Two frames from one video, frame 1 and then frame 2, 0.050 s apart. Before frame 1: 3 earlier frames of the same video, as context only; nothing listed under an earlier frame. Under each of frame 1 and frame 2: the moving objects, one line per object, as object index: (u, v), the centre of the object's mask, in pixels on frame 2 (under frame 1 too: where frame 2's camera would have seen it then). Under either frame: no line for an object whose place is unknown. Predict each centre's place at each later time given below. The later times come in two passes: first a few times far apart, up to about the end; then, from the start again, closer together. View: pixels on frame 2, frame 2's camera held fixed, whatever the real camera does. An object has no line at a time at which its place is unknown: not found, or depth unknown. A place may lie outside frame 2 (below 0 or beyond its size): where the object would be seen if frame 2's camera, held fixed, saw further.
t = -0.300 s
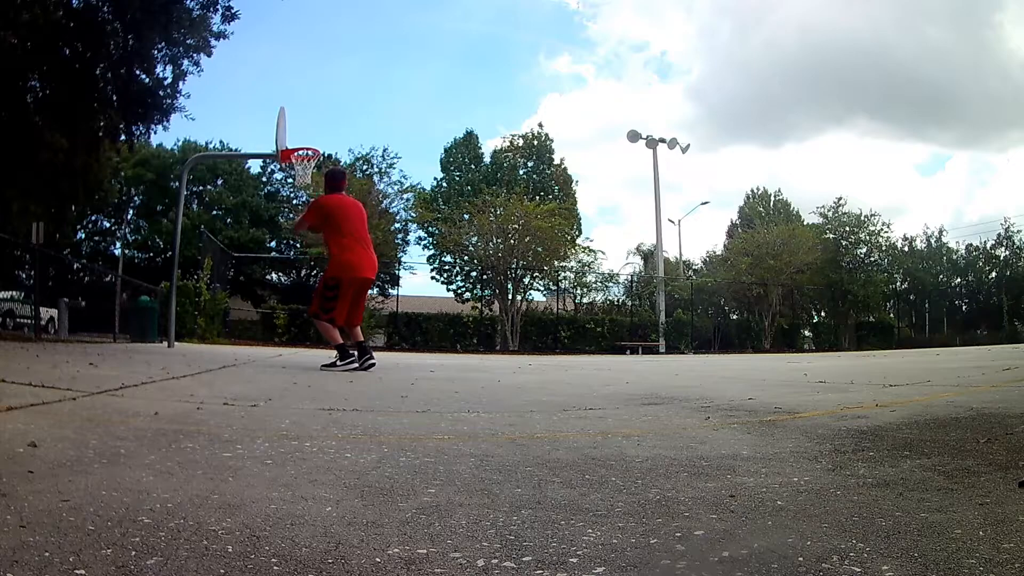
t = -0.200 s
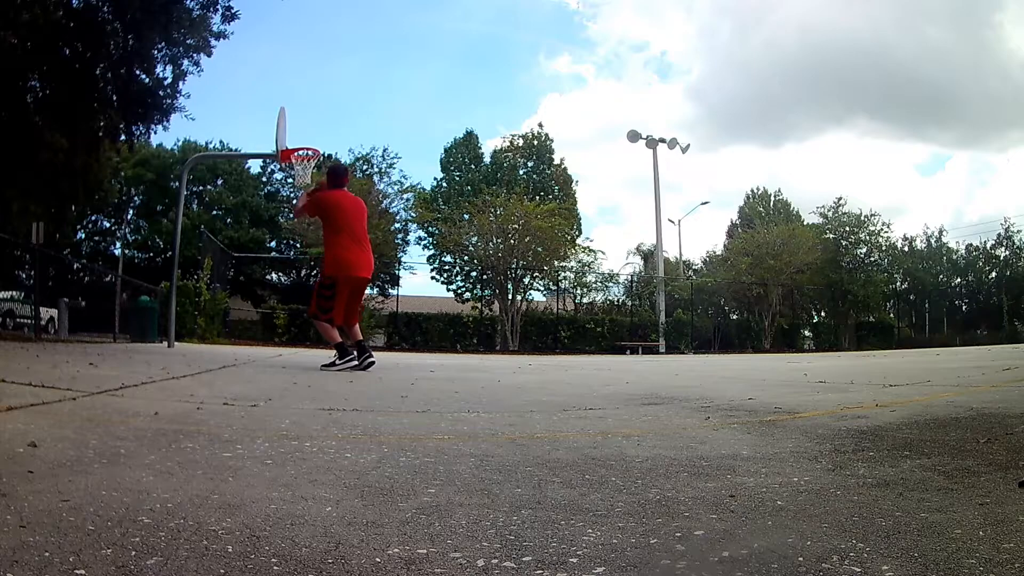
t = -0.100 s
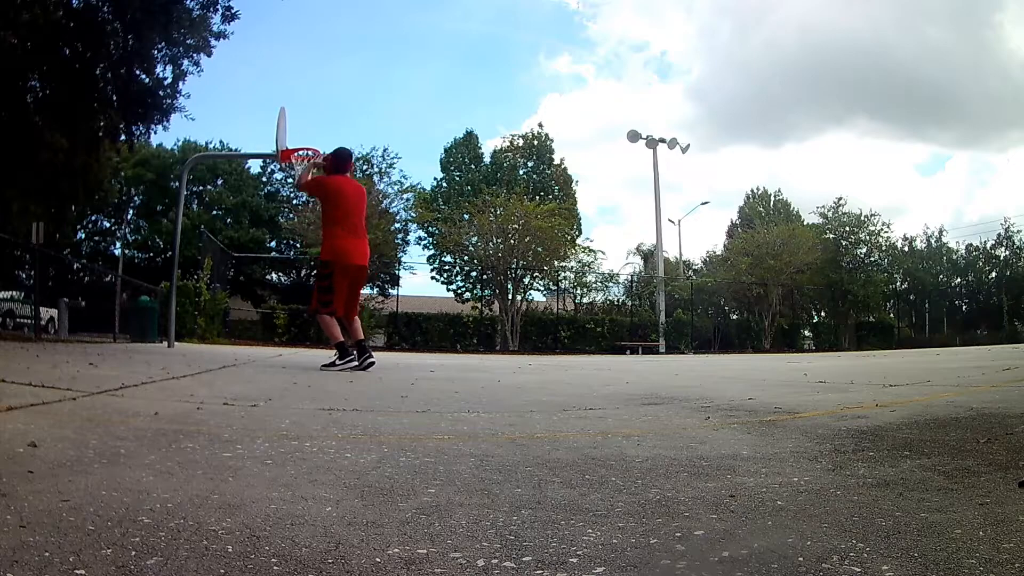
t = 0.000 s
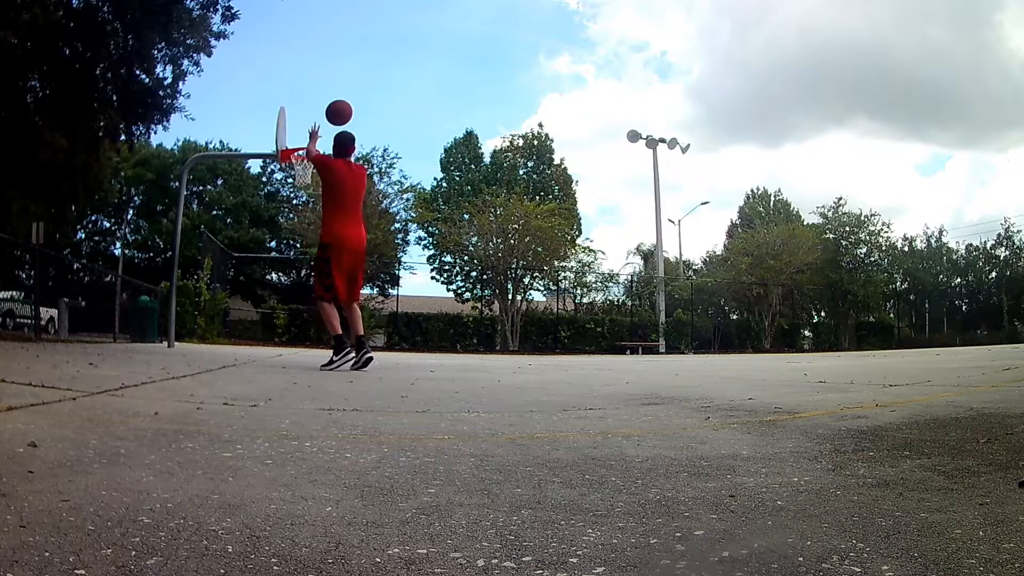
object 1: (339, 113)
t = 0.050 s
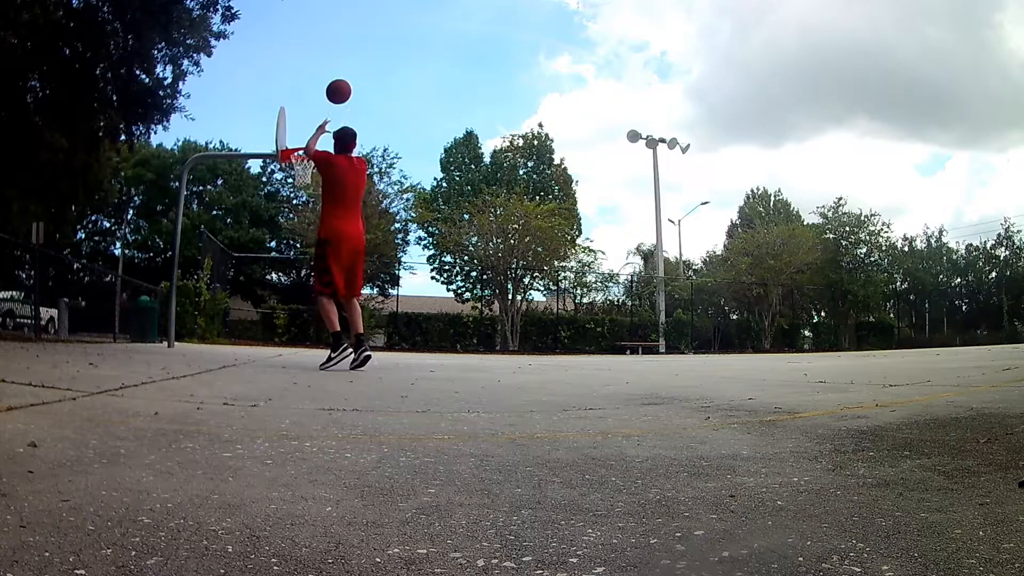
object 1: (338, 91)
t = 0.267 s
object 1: (336, 44)
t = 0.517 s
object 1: (329, 41)
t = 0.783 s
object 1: (319, 77)
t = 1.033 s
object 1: (308, 140)
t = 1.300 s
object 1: (307, 117)
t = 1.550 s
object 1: (310, 103)
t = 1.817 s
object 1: (309, 125)
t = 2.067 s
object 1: (303, 184)
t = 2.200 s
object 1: (300, 219)
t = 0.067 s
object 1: (338, 85)
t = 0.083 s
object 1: (338, 80)
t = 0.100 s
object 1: (338, 75)
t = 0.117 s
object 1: (338, 70)
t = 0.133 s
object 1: (338, 66)
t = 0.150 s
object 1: (338, 62)
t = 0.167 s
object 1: (337, 58)
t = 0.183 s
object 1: (337, 55)
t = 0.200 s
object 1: (337, 52)
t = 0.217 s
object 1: (337, 50)
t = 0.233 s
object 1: (336, 48)
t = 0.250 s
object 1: (336, 45)
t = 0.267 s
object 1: (336, 44)
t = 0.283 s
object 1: (335, 42)
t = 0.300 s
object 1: (335, 41)
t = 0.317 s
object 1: (335, 40)
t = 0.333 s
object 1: (334, 39)
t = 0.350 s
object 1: (334, 38)
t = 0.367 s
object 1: (333, 37)
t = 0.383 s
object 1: (333, 37)
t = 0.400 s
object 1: (332, 37)
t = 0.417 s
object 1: (332, 37)
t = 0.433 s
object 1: (331, 37)
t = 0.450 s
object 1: (331, 38)
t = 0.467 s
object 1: (331, 38)
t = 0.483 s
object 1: (330, 39)
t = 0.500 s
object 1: (330, 40)
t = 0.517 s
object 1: (329, 41)
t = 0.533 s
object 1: (329, 42)
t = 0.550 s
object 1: (328, 43)
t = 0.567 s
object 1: (327, 45)
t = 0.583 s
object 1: (327, 47)
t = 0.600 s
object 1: (326, 48)
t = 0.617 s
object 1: (326, 50)
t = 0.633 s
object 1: (325, 52)
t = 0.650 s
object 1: (324, 54)
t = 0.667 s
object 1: (324, 57)
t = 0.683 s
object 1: (323, 59)
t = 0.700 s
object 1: (322, 62)
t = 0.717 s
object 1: (322, 65)
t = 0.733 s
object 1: (321, 68)
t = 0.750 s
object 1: (320, 71)
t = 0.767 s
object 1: (319, 74)
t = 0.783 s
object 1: (319, 77)
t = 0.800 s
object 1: (318, 80)
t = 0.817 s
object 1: (317, 84)
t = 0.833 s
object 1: (316, 87)
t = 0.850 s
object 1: (316, 91)
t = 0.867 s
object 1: (315, 95)
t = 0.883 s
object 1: (314, 99)
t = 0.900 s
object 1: (314, 103)
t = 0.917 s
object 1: (313, 107)
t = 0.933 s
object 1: (312, 111)
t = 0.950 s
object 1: (311, 116)
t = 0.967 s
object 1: (311, 120)
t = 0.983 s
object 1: (310, 125)
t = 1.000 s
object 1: (309, 130)
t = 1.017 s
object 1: (308, 135)
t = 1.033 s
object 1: (308, 140)
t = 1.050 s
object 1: (307, 143)
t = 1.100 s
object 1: (304, 149)
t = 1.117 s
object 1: (304, 146)
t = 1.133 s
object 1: (303, 143)
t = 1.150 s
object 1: (303, 142)
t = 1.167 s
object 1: (303, 139)
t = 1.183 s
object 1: (304, 136)
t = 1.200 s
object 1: (305, 133)
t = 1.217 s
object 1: (305, 129)
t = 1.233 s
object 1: (305, 127)
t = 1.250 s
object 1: (306, 124)
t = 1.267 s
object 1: (306, 121)
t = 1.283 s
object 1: (307, 119)
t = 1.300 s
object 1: (307, 117)
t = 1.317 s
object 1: (307, 115)
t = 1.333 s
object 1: (308, 113)
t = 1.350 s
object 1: (308, 111)
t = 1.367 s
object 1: (308, 109)
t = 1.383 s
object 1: (308, 108)
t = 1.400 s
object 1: (309, 107)
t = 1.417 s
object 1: (309, 106)
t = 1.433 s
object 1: (309, 105)
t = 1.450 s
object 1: (309, 104)
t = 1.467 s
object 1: (310, 103)
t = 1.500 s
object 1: (310, 103)
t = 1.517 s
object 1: (310, 103)
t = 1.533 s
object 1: (310, 102)
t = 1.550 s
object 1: (310, 103)
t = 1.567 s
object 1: (310, 103)
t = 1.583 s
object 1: (310, 103)
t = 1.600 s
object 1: (310, 103)
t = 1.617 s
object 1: (310, 104)
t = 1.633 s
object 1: (310, 105)
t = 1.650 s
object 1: (310, 106)
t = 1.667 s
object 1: (310, 107)
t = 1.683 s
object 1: (310, 108)
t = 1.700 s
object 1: (310, 110)
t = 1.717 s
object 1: (310, 112)
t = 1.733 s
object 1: (310, 113)
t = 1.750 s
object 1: (309, 115)
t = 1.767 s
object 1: (309, 117)
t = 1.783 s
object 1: (309, 120)
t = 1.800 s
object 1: (309, 122)
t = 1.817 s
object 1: (309, 125)
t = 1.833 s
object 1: (308, 128)
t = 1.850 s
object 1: (308, 130)
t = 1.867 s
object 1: (308, 134)
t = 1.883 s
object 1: (308, 137)
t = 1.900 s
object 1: (307, 140)
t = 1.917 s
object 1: (307, 142)
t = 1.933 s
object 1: (307, 145)
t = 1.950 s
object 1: (307, 146)
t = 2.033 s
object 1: (300, 174)
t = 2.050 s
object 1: (301, 177)
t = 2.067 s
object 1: (303, 184)
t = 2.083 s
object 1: (303, 186)
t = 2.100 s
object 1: (303, 189)
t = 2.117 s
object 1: (302, 194)
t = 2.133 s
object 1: (302, 199)
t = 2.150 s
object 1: (301, 204)
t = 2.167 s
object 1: (301, 208)
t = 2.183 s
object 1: (300, 213)
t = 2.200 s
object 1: (300, 219)
